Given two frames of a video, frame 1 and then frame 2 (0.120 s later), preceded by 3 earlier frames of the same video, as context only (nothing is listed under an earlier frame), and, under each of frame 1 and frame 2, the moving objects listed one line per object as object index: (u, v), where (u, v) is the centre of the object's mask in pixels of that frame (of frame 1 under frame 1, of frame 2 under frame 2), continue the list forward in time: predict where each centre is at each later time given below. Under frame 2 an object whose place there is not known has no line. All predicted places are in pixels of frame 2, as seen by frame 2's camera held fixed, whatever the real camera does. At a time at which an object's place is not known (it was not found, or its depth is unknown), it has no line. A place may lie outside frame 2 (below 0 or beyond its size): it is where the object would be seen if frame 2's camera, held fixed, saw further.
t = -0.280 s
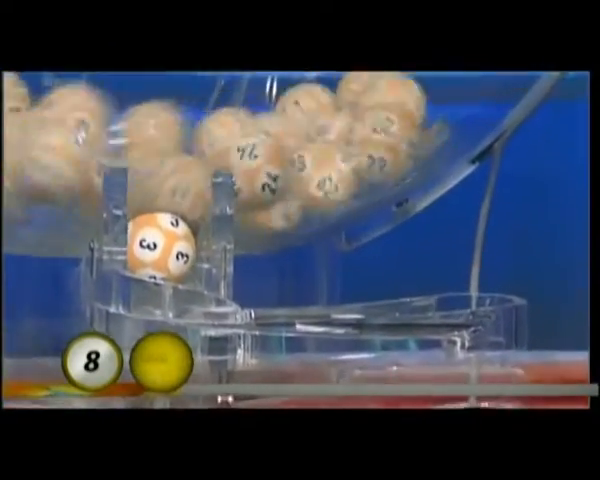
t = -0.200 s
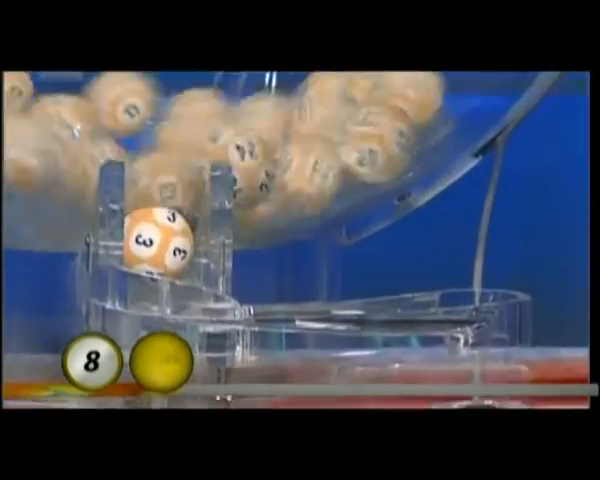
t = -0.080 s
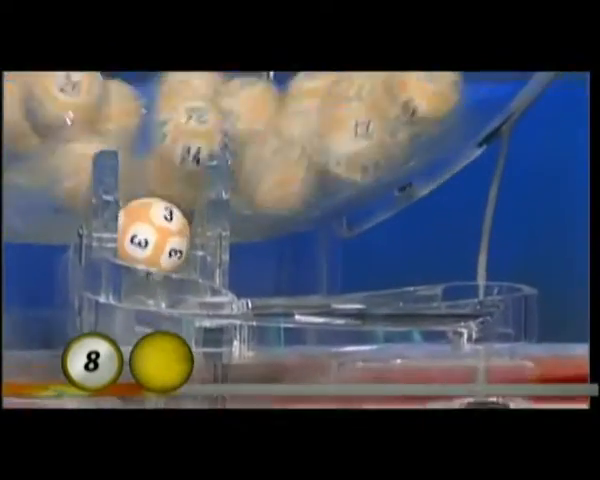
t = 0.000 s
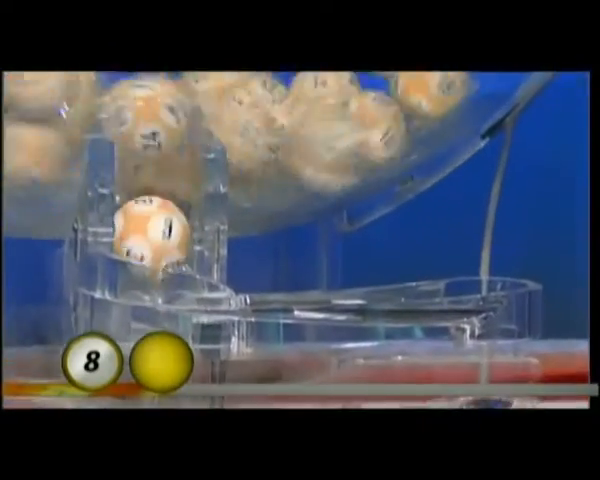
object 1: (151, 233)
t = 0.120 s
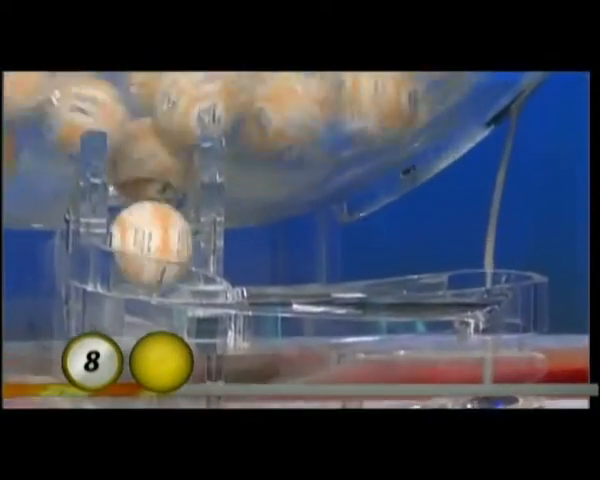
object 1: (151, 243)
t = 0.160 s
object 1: (157, 250)
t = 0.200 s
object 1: (164, 252)
